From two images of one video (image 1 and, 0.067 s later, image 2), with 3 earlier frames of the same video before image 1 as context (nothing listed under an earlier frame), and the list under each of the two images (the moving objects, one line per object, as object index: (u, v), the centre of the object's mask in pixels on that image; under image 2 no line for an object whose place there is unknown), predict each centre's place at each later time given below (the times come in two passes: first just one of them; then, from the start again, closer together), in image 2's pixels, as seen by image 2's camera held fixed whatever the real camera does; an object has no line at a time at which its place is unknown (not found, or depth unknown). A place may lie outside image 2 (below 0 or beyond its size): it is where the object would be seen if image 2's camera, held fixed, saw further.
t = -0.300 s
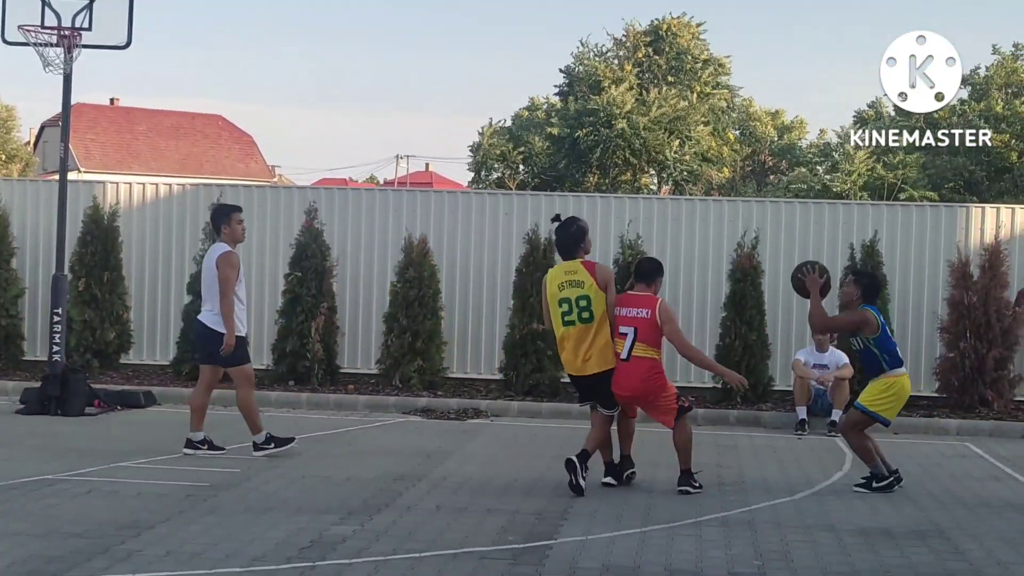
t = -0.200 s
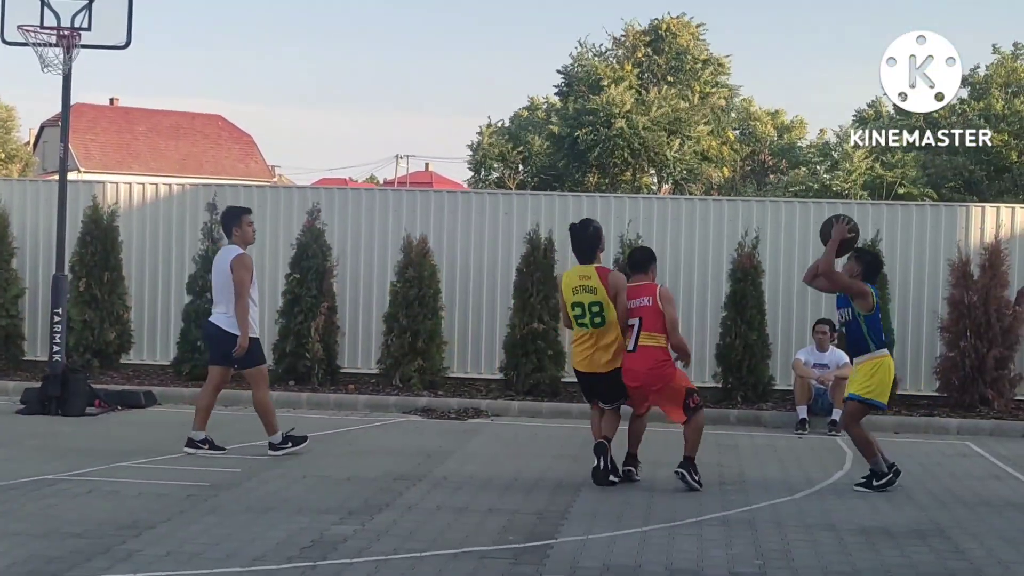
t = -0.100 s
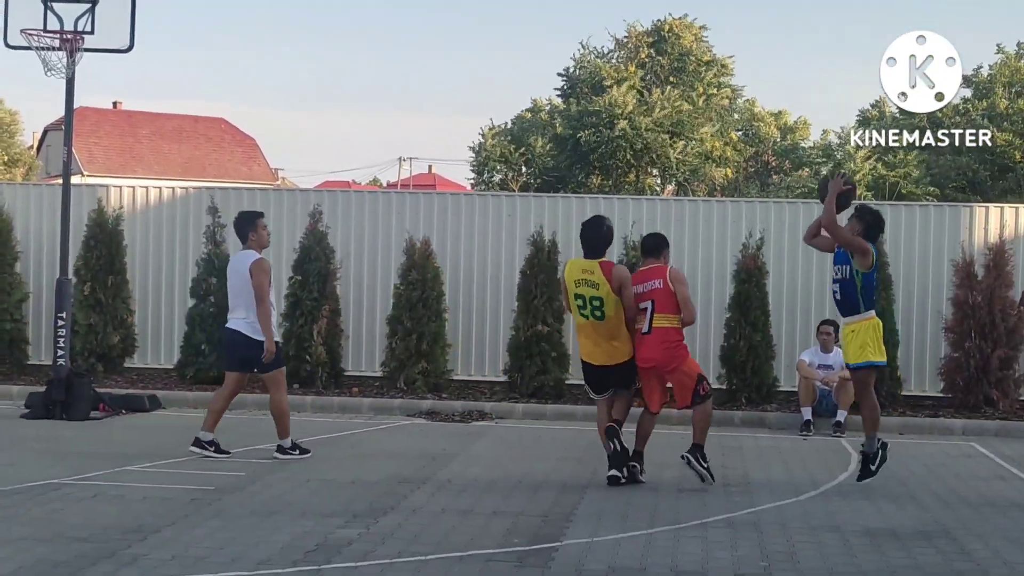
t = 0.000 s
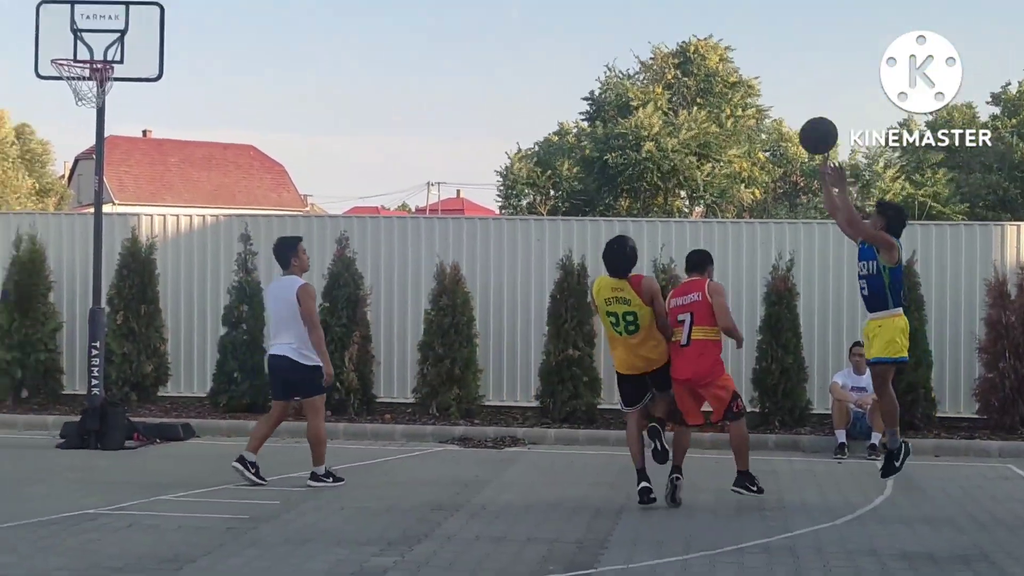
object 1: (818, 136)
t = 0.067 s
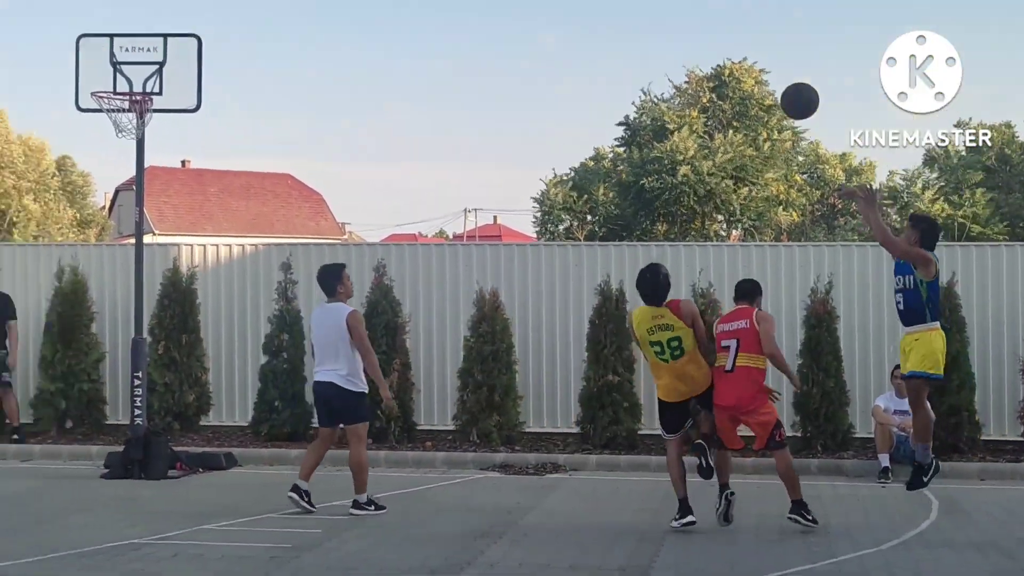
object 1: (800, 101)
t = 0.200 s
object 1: (695, 13)
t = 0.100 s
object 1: (771, 76)
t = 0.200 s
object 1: (695, 13)
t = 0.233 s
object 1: (670, -3)
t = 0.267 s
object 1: (646, -19)
